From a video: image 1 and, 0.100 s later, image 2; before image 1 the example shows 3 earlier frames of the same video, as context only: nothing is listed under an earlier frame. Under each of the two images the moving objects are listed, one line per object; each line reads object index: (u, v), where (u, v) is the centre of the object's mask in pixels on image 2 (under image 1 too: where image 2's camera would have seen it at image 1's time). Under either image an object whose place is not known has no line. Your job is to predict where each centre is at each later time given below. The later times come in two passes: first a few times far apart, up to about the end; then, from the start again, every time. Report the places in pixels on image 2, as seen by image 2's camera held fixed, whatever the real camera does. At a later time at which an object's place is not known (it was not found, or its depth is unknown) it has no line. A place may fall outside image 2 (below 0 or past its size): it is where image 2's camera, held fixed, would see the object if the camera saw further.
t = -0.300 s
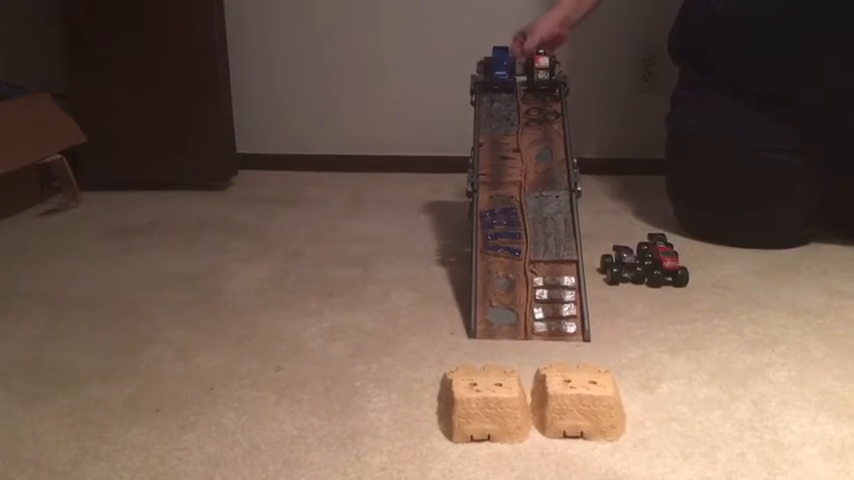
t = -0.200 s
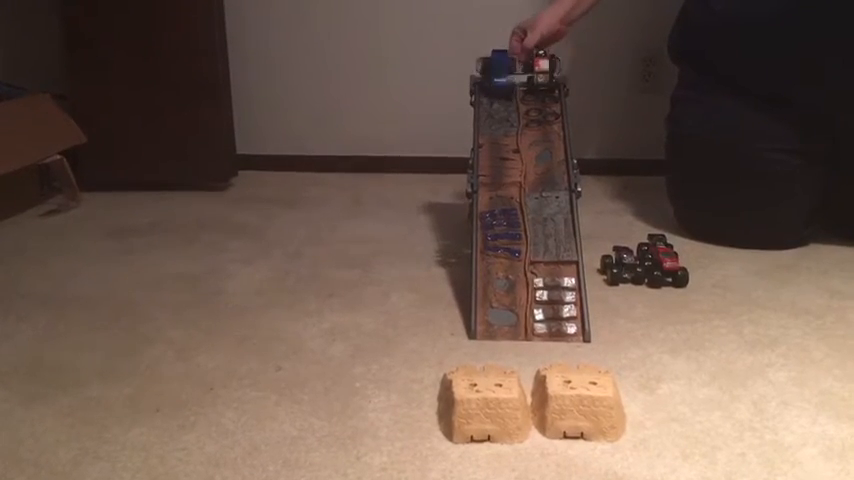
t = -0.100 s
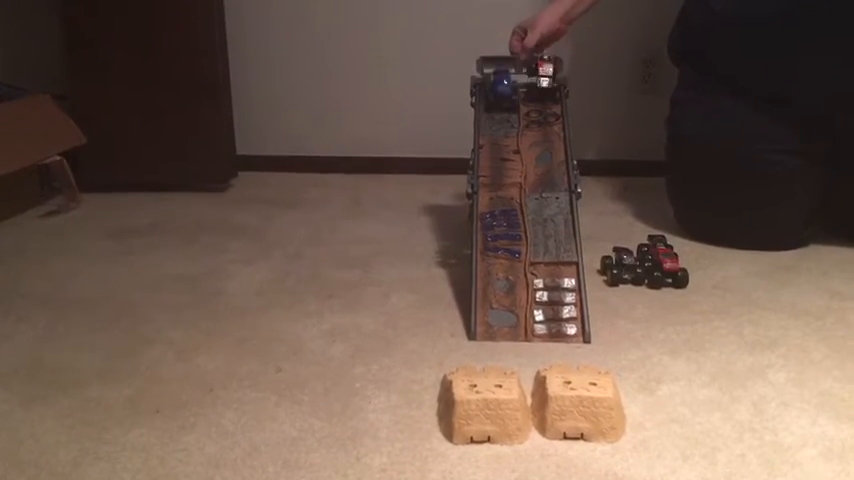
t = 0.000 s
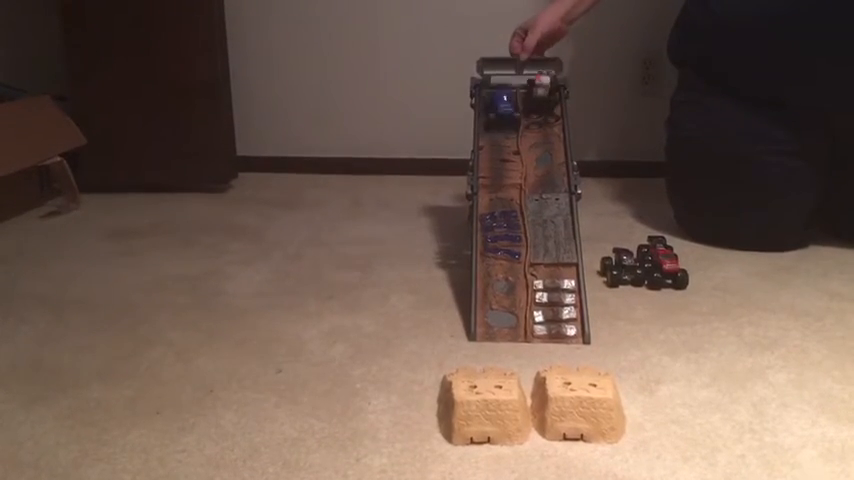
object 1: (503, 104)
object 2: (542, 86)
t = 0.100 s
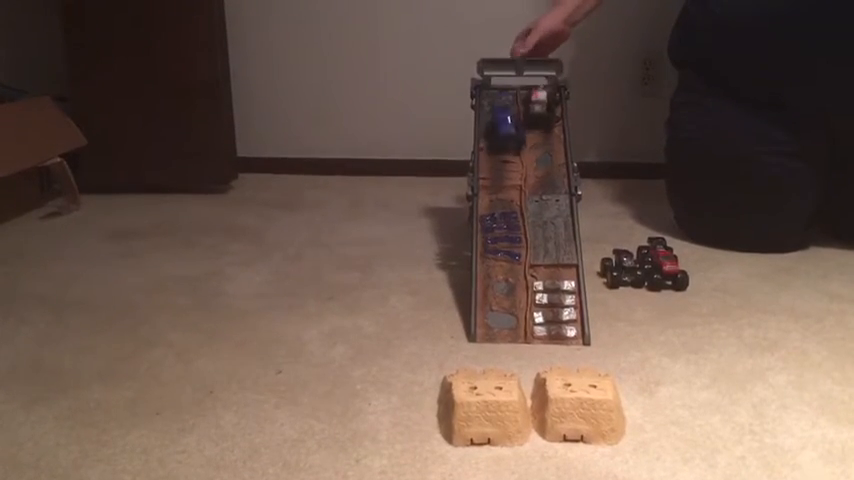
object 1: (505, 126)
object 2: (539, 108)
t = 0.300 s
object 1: (526, 206)
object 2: (543, 161)
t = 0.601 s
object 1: (607, 352)
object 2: (561, 322)
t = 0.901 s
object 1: (726, 414)
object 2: (527, 381)
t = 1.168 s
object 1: (797, 418)
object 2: (526, 379)
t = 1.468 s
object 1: (796, 418)
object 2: (526, 379)
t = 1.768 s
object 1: (794, 418)
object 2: (526, 378)
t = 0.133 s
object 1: (507, 134)
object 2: (539, 115)
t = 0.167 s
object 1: (508, 147)
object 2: (538, 120)
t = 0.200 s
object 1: (511, 157)
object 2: (538, 128)
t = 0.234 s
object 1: (516, 171)
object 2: (538, 137)
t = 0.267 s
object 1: (522, 190)
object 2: (541, 148)
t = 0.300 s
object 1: (526, 206)
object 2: (543, 161)
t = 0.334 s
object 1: (536, 223)
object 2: (546, 174)
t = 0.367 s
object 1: (540, 243)
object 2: (548, 187)
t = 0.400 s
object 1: (545, 262)
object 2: (550, 199)
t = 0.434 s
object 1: (551, 286)
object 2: (553, 213)
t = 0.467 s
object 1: (562, 315)
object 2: (555, 231)
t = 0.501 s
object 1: (571, 332)
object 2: (557, 249)
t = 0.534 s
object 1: (581, 346)
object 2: (560, 273)
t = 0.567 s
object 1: (594, 350)
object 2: (560, 298)
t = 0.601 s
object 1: (607, 352)
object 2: (561, 322)
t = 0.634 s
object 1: (621, 359)
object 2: (560, 337)
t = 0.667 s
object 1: (634, 369)
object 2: (556, 349)
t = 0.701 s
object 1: (647, 378)
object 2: (554, 350)
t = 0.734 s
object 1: (662, 386)
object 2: (550, 350)
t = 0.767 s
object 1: (677, 389)
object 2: (542, 359)
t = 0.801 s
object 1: (690, 396)
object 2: (534, 368)
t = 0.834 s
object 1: (703, 401)
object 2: (531, 373)
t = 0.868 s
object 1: (715, 406)
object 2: (528, 378)
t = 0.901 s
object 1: (726, 414)
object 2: (527, 381)
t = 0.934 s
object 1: (737, 418)
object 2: (526, 381)
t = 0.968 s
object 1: (750, 416)
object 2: (526, 381)
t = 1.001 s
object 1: (759, 414)
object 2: (526, 380)
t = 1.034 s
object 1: (767, 416)
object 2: (526, 379)
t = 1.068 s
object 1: (774, 417)
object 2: (526, 379)
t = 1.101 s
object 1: (782, 416)
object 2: (526, 379)
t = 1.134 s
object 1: (789, 419)
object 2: (526, 379)
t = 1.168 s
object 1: (797, 418)
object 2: (526, 379)
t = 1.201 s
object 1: (801, 417)
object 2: (526, 379)
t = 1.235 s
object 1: (802, 417)
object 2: (526, 379)
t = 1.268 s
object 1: (800, 417)
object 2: (526, 379)
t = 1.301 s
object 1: (795, 419)
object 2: (526, 379)
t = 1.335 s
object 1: (792, 418)
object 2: (526, 379)
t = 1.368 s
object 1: (791, 418)
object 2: (526, 379)
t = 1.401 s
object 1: (792, 418)
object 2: (526, 379)
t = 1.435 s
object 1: (794, 419)
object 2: (526, 379)
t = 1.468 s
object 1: (796, 418)
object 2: (526, 379)
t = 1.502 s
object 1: (795, 419)
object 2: (526, 379)
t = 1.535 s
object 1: (794, 419)
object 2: (526, 379)
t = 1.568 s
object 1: (794, 419)
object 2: (526, 379)
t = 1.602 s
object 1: (794, 419)
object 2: (526, 379)
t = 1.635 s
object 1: (794, 419)
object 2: (526, 379)
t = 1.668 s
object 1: (794, 419)
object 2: (526, 379)
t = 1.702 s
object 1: (795, 419)
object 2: (526, 379)
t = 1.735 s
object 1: (794, 419)
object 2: (526, 379)
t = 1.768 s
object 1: (794, 418)
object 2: (526, 378)
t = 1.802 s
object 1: (795, 419)
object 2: (526, 378)
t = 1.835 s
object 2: (527, 378)
